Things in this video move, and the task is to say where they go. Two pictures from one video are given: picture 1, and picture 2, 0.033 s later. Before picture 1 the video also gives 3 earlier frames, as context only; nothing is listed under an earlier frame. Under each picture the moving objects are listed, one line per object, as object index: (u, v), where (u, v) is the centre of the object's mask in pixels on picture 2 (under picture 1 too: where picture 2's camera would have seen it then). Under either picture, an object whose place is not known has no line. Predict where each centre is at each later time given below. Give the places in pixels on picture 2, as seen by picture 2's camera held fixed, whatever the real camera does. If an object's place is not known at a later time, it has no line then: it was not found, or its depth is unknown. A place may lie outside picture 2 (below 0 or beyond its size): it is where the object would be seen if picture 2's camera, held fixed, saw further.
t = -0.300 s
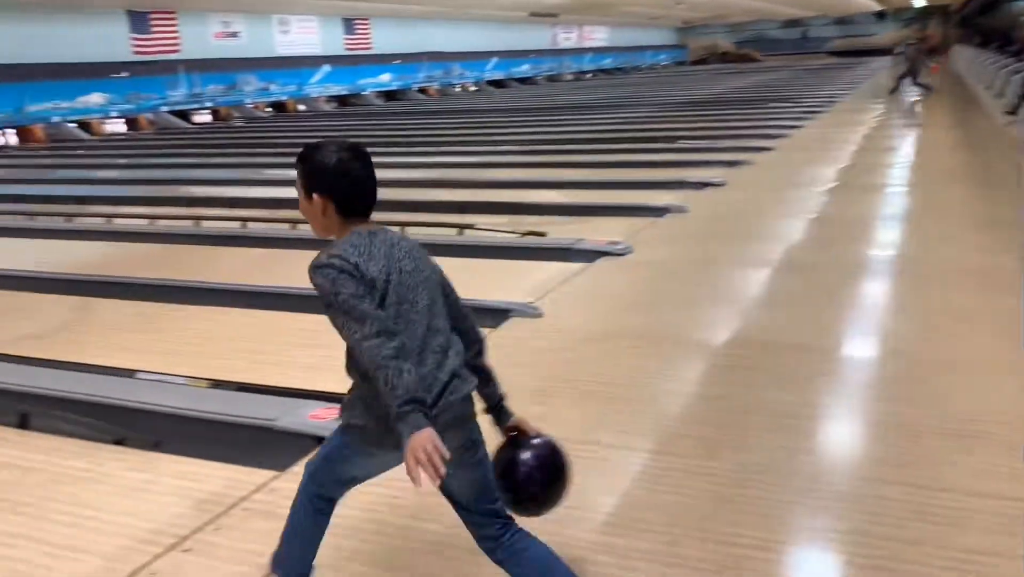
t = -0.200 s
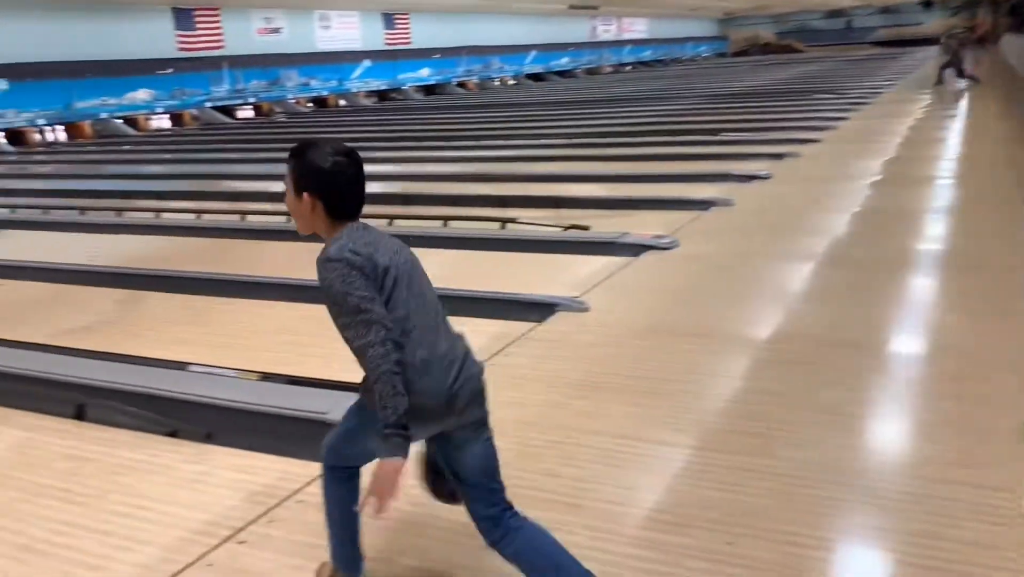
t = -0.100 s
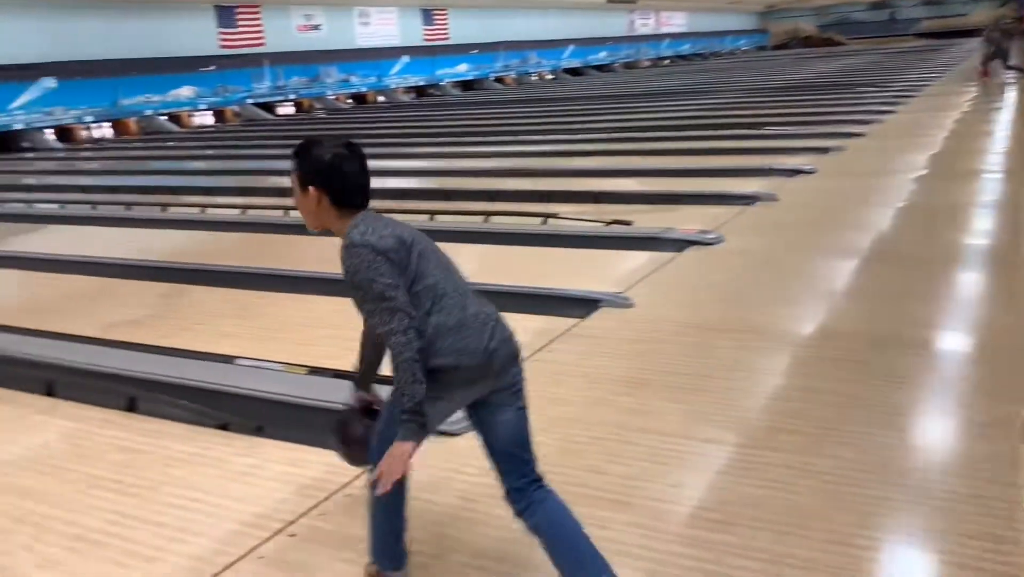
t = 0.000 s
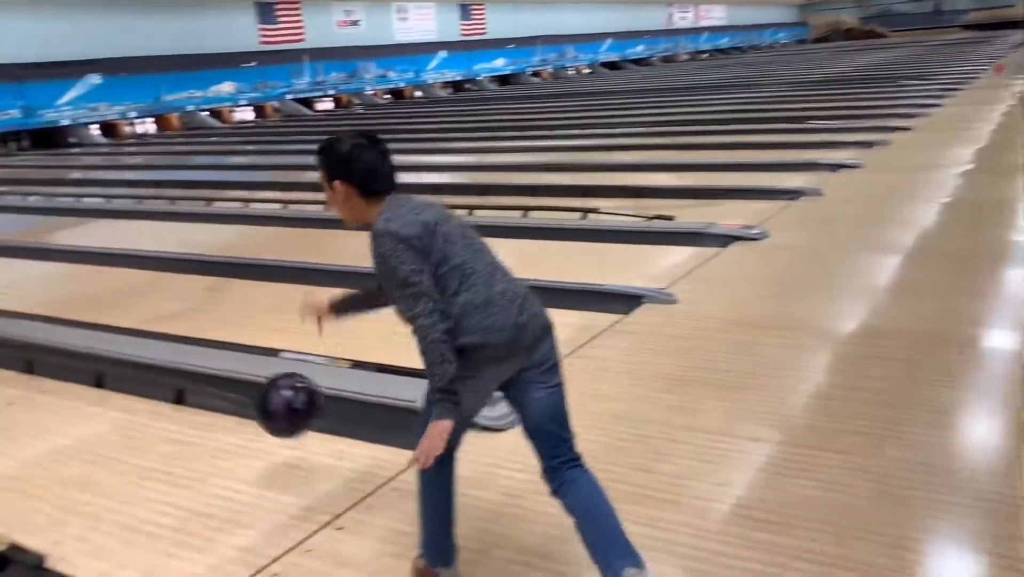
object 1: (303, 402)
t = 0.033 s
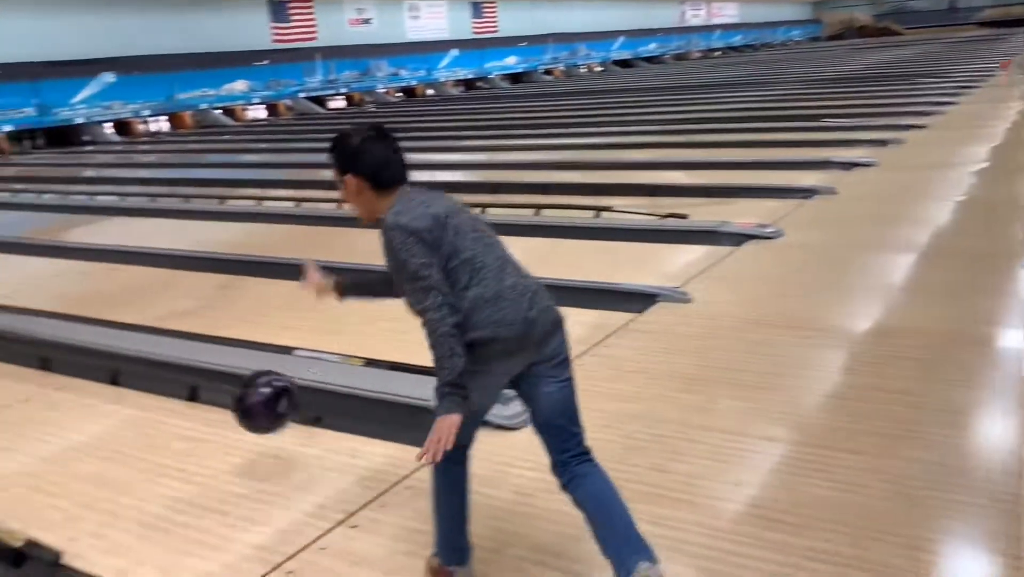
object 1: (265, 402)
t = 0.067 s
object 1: (229, 405)
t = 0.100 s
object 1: (197, 409)
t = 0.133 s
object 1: (165, 417)
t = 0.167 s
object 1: (138, 426)
